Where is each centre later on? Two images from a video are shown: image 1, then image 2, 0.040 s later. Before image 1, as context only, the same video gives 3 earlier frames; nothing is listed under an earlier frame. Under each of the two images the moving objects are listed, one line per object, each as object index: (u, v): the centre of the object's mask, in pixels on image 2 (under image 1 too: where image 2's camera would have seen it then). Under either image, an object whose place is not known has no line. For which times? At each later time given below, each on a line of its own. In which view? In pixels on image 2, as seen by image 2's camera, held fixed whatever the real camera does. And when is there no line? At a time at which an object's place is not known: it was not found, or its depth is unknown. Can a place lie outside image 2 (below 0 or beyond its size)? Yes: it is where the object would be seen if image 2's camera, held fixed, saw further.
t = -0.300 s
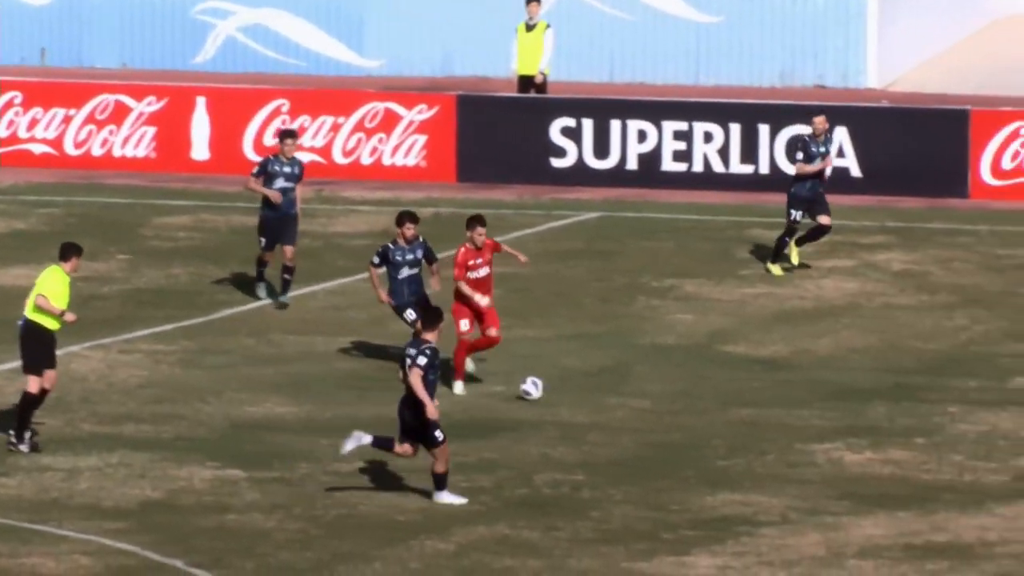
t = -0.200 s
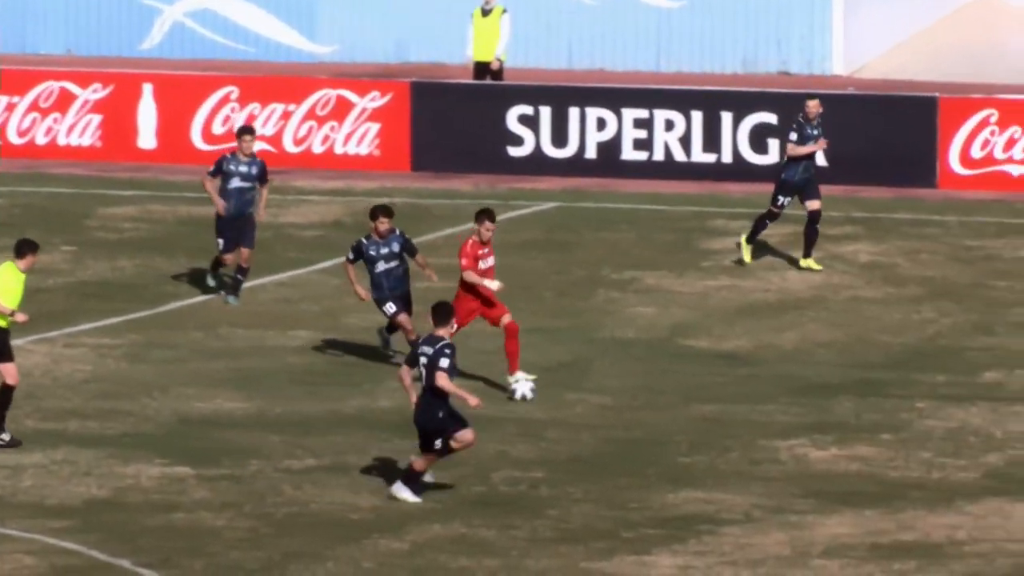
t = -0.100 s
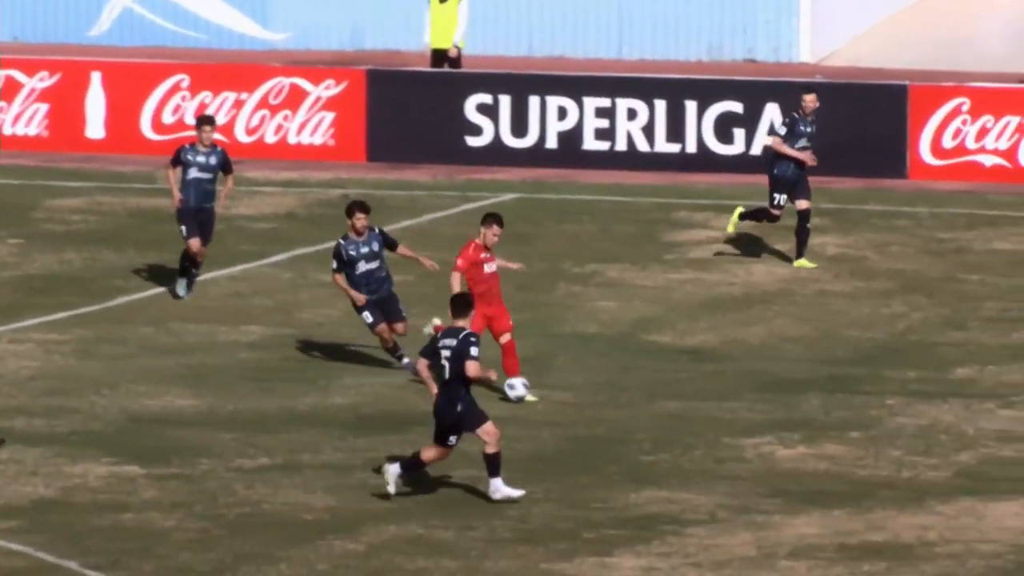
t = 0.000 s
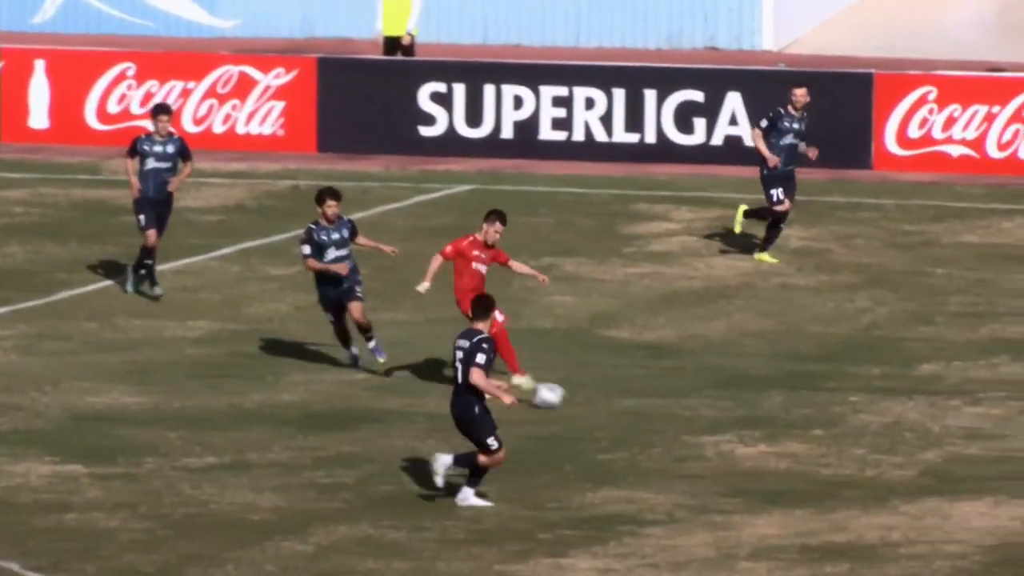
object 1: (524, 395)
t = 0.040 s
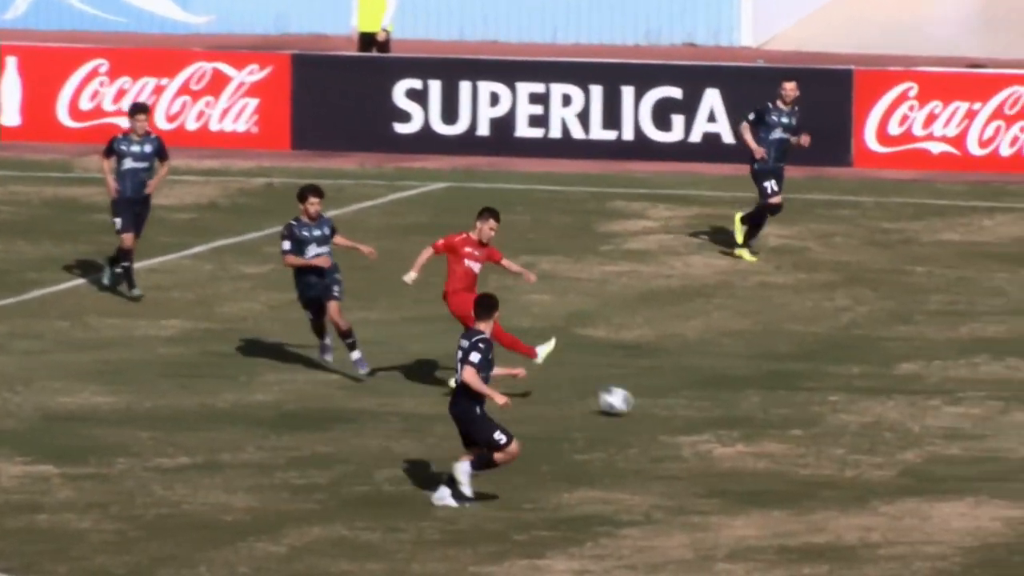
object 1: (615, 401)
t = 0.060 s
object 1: (660, 405)
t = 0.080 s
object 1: (705, 409)
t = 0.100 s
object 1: (750, 413)
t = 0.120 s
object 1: (795, 419)
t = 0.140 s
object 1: (839, 424)
